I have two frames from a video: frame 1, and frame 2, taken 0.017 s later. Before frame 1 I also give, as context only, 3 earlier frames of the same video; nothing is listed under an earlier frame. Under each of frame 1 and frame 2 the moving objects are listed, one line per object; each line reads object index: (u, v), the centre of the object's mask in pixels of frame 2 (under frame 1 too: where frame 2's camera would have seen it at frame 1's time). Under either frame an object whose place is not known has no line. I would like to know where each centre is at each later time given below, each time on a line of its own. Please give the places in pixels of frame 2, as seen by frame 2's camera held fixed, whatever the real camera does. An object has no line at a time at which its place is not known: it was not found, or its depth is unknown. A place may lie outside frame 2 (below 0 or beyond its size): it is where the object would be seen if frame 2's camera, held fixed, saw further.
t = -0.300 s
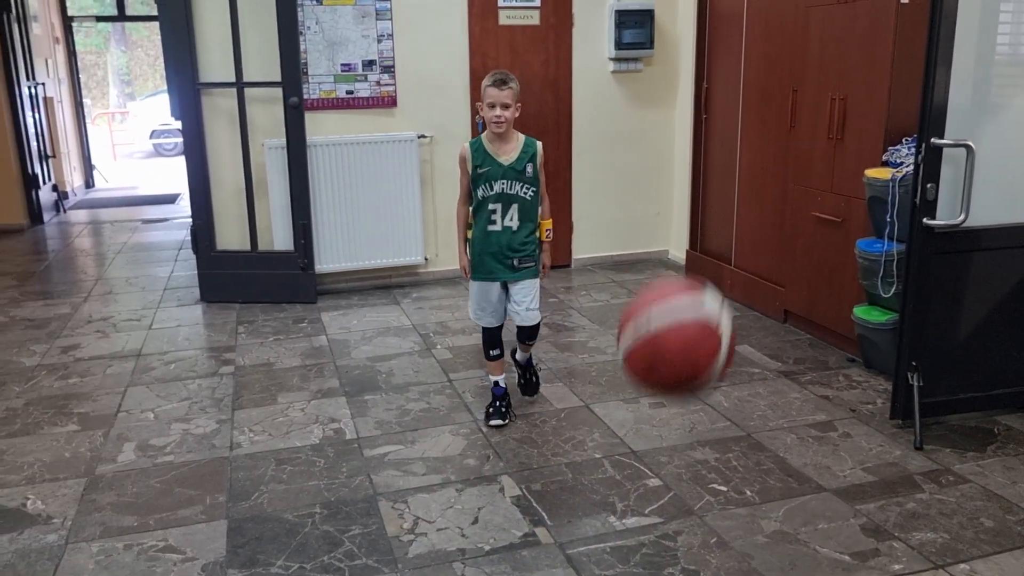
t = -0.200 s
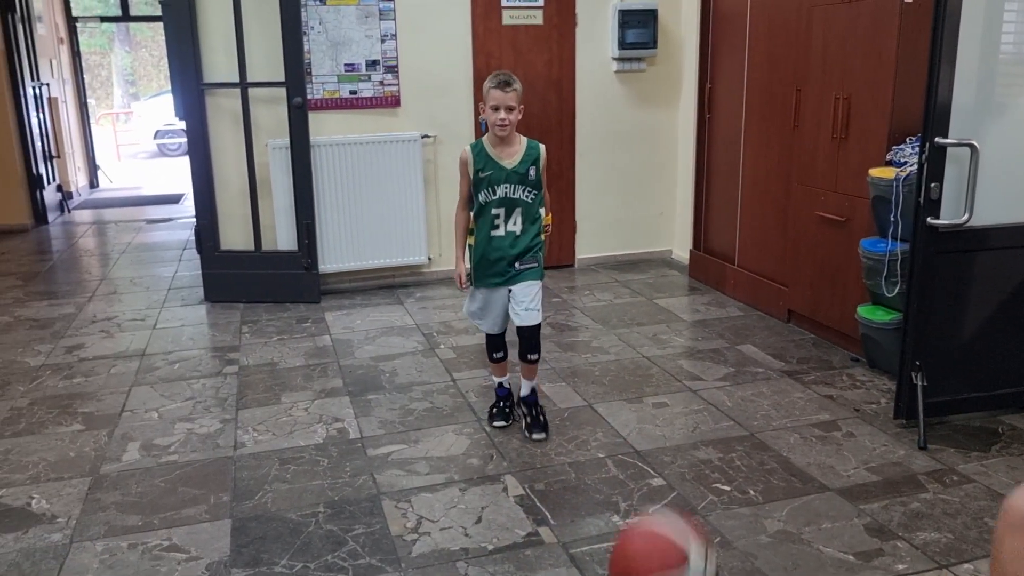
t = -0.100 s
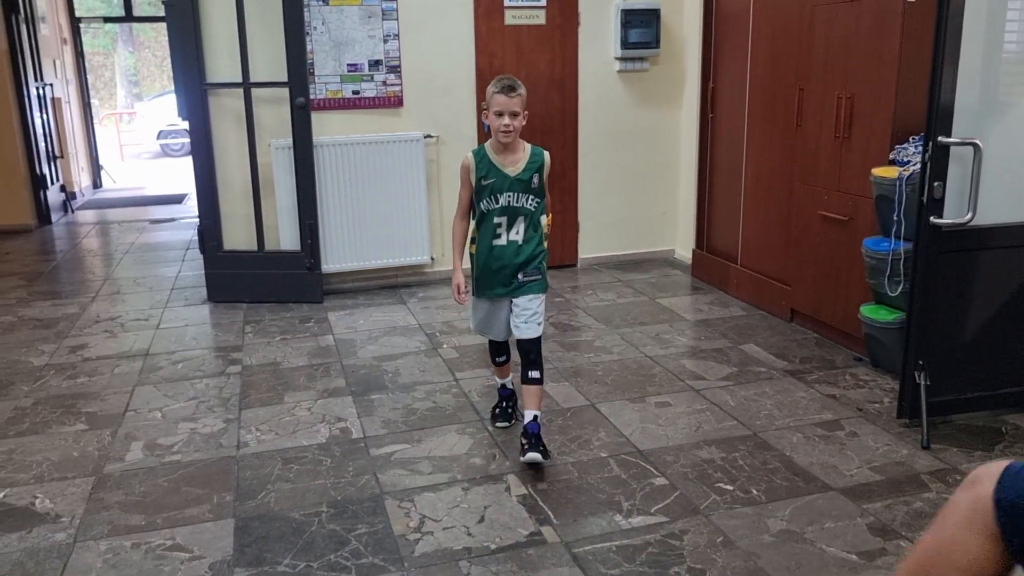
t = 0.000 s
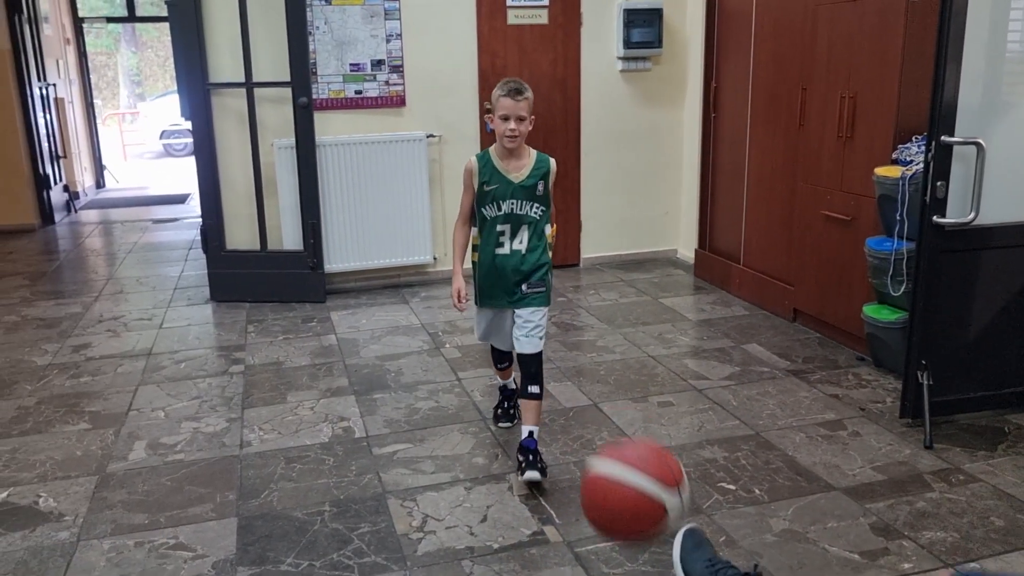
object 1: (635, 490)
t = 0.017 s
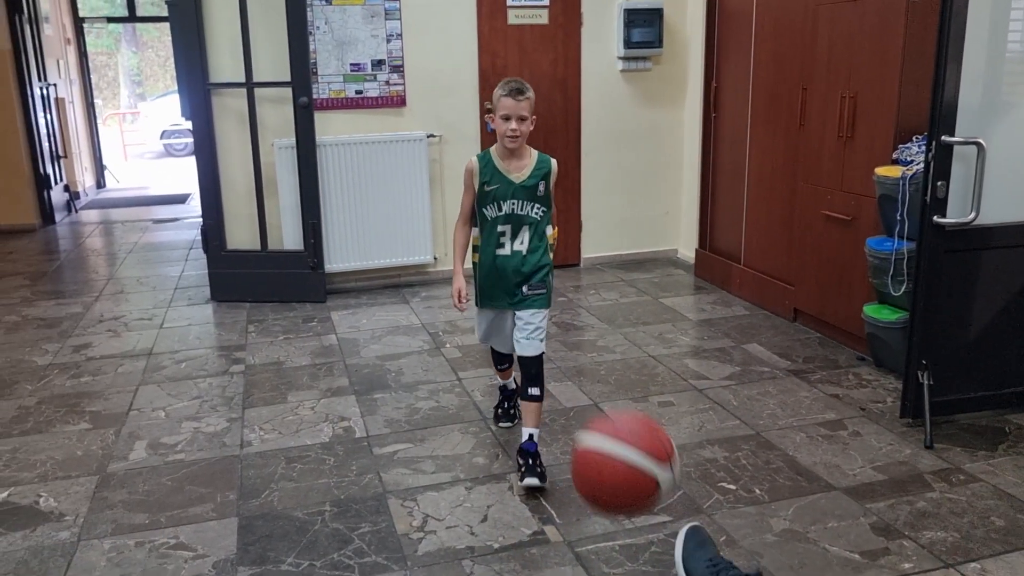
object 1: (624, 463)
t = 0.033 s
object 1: (613, 437)
